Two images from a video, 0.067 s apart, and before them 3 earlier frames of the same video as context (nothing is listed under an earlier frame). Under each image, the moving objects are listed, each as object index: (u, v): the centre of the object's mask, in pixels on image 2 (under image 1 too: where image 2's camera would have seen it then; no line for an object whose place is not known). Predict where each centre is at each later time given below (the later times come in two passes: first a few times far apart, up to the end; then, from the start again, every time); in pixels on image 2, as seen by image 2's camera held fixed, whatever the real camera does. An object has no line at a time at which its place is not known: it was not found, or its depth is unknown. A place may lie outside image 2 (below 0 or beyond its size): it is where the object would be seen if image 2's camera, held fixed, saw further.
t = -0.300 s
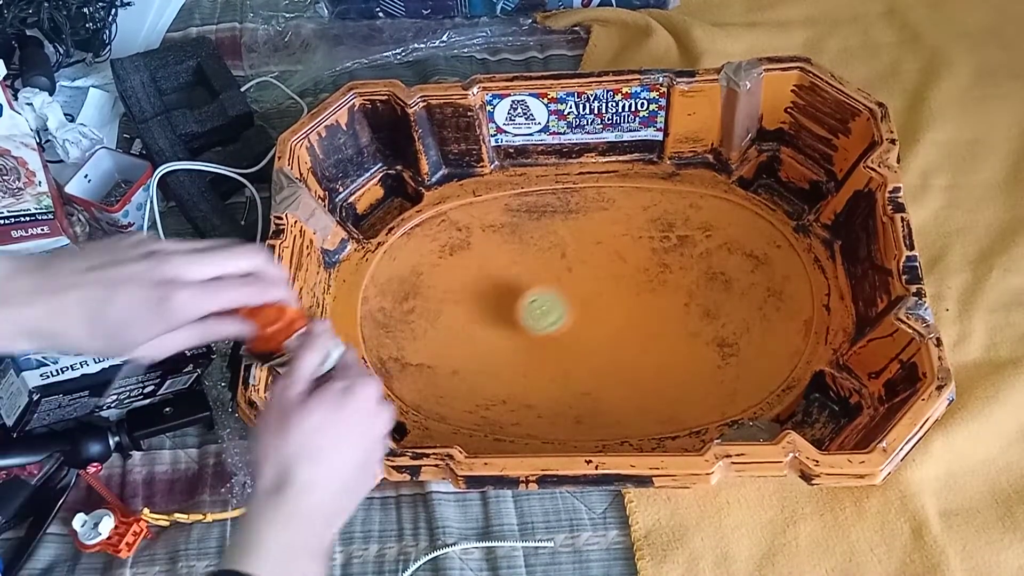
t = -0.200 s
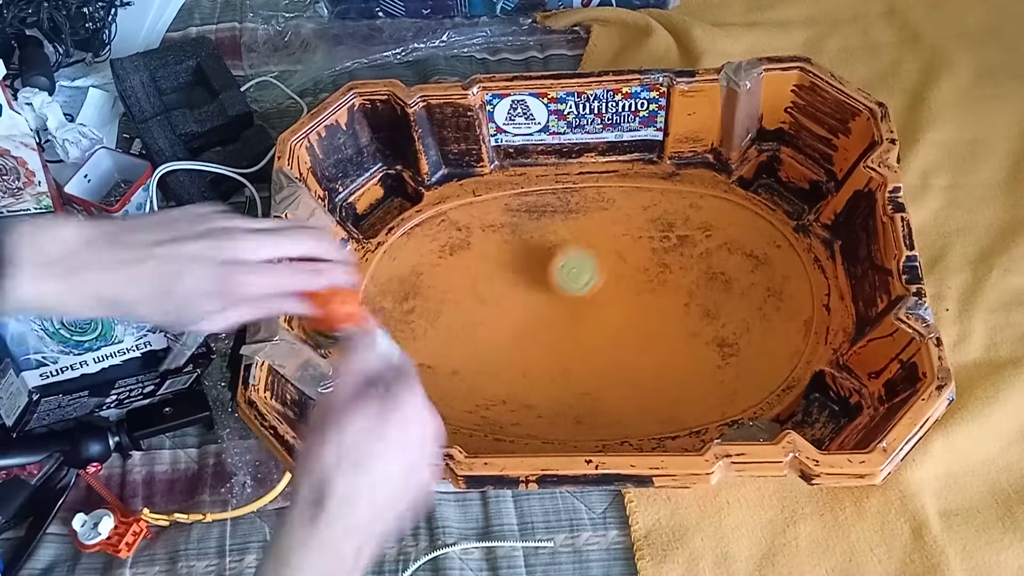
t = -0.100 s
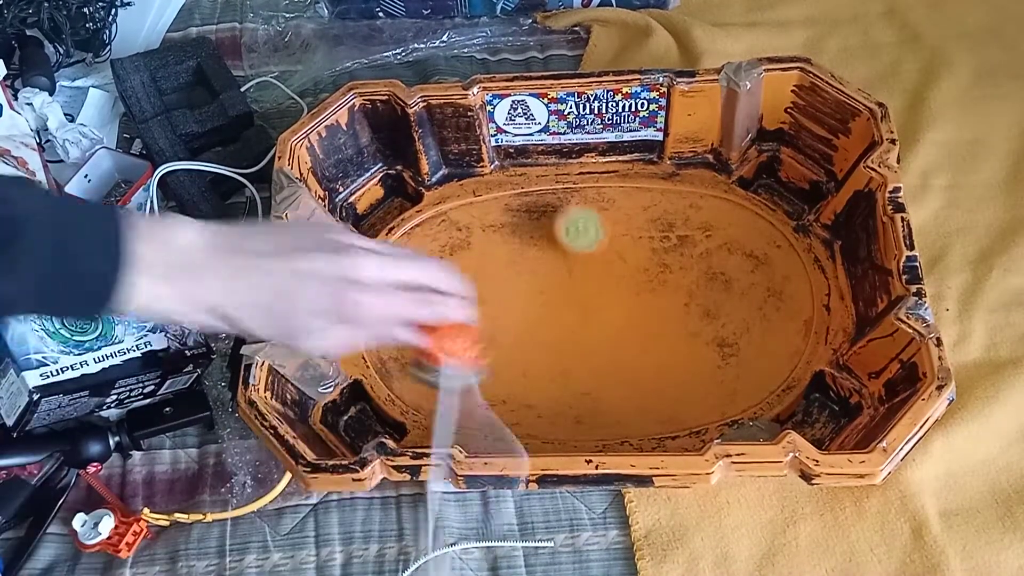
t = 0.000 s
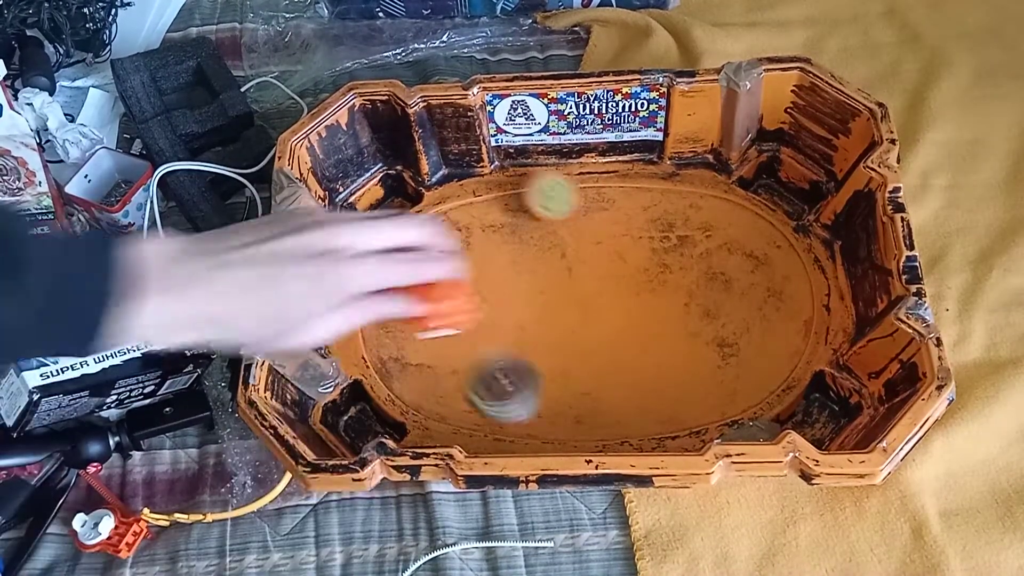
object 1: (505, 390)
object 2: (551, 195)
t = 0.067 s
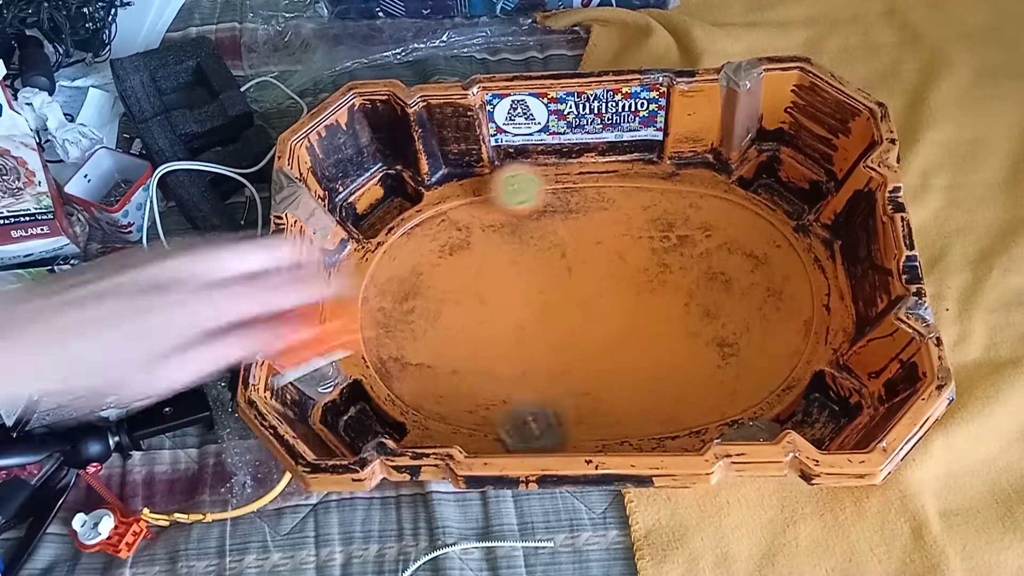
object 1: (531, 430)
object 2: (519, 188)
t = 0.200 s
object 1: (585, 314)
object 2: (452, 220)
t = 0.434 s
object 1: (700, 181)
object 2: (474, 308)
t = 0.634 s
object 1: (792, 286)
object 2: (576, 377)
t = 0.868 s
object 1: (768, 373)
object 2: (592, 258)
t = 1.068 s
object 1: (667, 253)
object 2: (363, 197)
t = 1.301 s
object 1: (570, 193)
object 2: (380, 194)
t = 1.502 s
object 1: (513, 298)
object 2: (369, 210)
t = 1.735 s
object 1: (491, 355)
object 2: (387, 195)
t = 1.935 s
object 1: (489, 275)
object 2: (387, 196)
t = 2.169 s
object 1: (569, 170)
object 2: (386, 197)
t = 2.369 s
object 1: (661, 231)
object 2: (388, 199)
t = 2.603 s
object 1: (609, 361)
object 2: (385, 197)
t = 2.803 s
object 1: (436, 376)
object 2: (384, 197)
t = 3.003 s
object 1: (368, 280)
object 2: (385, 197)
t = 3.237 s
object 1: (458, 208)
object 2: (385, 197)
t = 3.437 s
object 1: (557, 229)
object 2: (385, 197)
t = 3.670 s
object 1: (620, 321)
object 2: (384, 197)
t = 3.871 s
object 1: (574, 392)
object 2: (387, 198)
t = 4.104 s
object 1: (468, 376)
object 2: (384, 197)
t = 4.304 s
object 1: (451, 307)
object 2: (384, 197)
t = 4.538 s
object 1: (501, 237)
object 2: (384, 198)
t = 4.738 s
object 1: (584, 215)
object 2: (384, 198)
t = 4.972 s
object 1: (653, 279)
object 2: (387, 198)
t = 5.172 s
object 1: (609, 357)
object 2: (385, 197)
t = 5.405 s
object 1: (481, 361)
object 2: (386, 198)
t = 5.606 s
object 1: (437, 312)
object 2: (384, 198)
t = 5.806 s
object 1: (430, 275)
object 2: (384, 198)
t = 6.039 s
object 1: (429, 253)
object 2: (386, 198)
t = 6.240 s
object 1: (437, 242)
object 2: (384, 198)
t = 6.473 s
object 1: (459, 236)
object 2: (385, 197)
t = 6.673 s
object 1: (495, 233)
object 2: (385, 198)
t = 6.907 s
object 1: (574, 254)
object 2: (386, 199)
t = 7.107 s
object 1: (620, 307)
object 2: (384, 198)
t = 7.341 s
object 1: (611, 364)
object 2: (384, 198)
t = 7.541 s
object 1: (560, 371)
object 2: (386, 198)
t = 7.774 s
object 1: (509, 329)
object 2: (384, 198)
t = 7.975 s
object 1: (515, 258)
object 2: (384, 198)
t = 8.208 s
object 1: (562, 225)
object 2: (384, 198)
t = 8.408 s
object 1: (597, 246)
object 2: (386, 198)
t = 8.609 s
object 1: (600, 291)
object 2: (385, 198)
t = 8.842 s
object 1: (560, 345)
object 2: (386, 198)
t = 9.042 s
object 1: (497, 361)
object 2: (386, 198)
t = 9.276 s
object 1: (456, 336)
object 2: (386, 198)
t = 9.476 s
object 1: (466, 312)
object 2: (384, 198)
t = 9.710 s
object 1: (502, 290)
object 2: (384, 198)
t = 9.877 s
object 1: (544, 281)
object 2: (384, 198)
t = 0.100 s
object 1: (547, 414)
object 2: (498, 195)
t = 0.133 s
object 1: (560, 379)
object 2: (480, 201)
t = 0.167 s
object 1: (572, 343)
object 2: (464, 210)
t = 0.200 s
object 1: (585, 314)
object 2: (452, 220)
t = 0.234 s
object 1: (595, 294)
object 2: (449, 229)
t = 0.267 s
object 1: (613, 258)
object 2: (447, 241)
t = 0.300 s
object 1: (631, 225)
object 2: (449, 251)
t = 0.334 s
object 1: (647, 193)
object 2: (452, 263)
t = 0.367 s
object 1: (666, 171)
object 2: (457, 277)
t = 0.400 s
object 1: (685, 173)
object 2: (465, 293)
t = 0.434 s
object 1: (700, 181)
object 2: (474, 308)
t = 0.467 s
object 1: (717, 197)
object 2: (484, 325)
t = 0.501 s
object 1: (735, 211)
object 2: (495, 342)
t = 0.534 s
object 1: (750, 229)
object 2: (510, 356)
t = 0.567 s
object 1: (763, 247)
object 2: (529, 366)
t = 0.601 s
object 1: (778, 265)
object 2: (552, 373)
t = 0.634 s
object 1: (792, 286)
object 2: (576, 377)
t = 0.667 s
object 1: (802, 306)
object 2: (603, 376)
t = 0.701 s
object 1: (795, 329)
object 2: (632, 371)
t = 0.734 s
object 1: (777, 354)
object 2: (661, 363)
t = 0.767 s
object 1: (751, 371)
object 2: (681, 352)
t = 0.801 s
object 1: (768, 397)
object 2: (656, 320)
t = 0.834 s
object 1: (775, 401)
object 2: (626, 287)
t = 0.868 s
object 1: (768, 373)
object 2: (592, 258)
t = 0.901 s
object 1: (752, 347)
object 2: (555, 229)
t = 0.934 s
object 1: (735, 328)
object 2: (519, 206)
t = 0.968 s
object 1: (719, 314)
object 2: (476, 188)
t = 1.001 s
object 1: (701, 298)
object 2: (432, 175)
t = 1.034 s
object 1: (683, 273)
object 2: (395, 183)
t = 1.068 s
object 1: (667, 253)
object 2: (363, 197)
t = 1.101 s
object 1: (652, 231)
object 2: (364, 196)
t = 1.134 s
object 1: (639, 211)
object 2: (382, 192)
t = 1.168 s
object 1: (625, 192)
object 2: (381, 196)
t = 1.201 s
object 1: (609, 180)
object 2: (368, 205)
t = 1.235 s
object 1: (598, 168)
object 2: (372, 203)
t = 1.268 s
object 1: (585, 179)
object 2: (379, 199)
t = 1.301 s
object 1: (570, 193)
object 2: (380, 194)
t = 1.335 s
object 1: (558, 211)
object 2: (383, 195)
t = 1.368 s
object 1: (547, 226)
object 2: (377, 202)
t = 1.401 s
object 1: (539, 244)
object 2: (365, 212)
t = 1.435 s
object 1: (531, 264)
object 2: (362, 204)
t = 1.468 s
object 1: (521, 282)
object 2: (365, 205)
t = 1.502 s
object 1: (513, 298)
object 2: (369, 210)
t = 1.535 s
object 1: (508, 313)
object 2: (374, 204)
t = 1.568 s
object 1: (503, 326)
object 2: (378, 202)
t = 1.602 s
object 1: (500, 338)
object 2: (383, 197)
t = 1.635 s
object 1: (497, 347)
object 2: (386, 195)
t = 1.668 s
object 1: (495, 353)
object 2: (387, 195)
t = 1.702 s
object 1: (492, 355)
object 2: (387, 195)
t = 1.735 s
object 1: (491, 355)
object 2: (387, 195)
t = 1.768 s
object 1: (488, 350)
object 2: (387, 196)
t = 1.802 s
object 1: (486, 341)
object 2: (386, 196)
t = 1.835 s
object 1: (485, 329)
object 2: (386, 196)
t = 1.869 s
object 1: (485, 314)
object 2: (386, 196)
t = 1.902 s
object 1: (486, 295)
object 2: (386, 196)
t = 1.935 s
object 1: (489, 275)
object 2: (387, 196)
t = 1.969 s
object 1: (492, 249)
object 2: (387, 196)
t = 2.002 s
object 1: (498, 226)
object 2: (387, 195)
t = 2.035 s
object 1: (504, 204)
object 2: (387, 195)
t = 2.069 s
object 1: (517, 182)
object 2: (387, 195)
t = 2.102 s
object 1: (535, 173)
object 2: (387, 196)
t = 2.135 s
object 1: (553, 169)
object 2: (386, 196)
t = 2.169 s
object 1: (569, 170)
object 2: (386, 197)
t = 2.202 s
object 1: (585, 175)
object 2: (386, 197)
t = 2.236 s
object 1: (603, 186)
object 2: (387, 198)
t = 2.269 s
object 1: (620, 194)
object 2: (387, 197)
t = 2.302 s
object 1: (636, 202)
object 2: (386, 197)
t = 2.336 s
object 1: (650, 215)
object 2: (388, 199)
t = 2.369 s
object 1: (661, 231)
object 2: (388, 199)
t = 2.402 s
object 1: (666, 246)
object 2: (386, 197)
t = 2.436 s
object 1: (669, 265)
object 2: (386, 197)
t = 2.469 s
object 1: (666, 285)
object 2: (385, 197)
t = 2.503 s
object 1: (658, 305)
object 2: (386, 197)
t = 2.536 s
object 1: (647, 326)
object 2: (386, 197)
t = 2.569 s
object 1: (630, 345)
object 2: (386, 197)
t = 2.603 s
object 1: (609, 361)
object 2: (385, 197)
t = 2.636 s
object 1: (585, 372)
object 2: (385, 197)
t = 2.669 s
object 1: (557, 381)
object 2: (385, 197)
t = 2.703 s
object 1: (527, 386)
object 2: (385, 197)
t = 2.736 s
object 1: (495, 387)
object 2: (384, 197)
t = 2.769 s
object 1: (465, 383)
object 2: (387, 198)
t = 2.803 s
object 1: (436, 376)
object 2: (384, 197)
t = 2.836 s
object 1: (413, 367)
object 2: (387, 198)
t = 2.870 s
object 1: (392, 353)
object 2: (385, 197)
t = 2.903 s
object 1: (377, 339)
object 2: (384, 197)
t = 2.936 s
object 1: (364, 322)
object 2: (387, 199)
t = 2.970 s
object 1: (365, 300)
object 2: (385, 197)
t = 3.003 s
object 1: (368, 280)
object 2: (385, 197)
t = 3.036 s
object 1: (374, 262)
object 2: (386, 197)
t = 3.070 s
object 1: (391, 247)
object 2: (385, 197)
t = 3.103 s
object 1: (405, 233)
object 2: (384, 195)
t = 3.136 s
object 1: (418, 222)
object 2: (385, 198)
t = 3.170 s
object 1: (430, 214)
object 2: (385, 199)
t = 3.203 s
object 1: (444, 210)
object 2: (386, 197)
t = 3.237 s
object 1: (458, 208)
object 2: (385, 197)
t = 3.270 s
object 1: (471, 206)
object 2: (385, 198)
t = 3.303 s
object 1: (488, 206)
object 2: (385, 198)
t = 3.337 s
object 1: (506, 211)
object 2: (386, 198)
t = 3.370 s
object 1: (521, 215)
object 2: (385, 197)
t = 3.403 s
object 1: (538, 220)
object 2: (385, 197)
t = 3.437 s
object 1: (557, 229)
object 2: (385, 197)
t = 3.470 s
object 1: (572, 240)
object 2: (385, 197)
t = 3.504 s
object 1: (586, 252)
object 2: (385, 197)
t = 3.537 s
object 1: (599, 267)
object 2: (385, 197)
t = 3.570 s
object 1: (608, 281)
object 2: (384, 197)
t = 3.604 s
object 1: (614, 294)
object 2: (384, 197)
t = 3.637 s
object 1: (619, 308)
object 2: (384, 197)
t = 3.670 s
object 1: (620, 321)
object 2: (384, 197)
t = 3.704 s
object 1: (620, 335)
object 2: (384, 197)
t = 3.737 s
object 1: (616, 351)
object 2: (384, 197)
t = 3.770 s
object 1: (609, 363)
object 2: (384, 197)
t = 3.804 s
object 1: (600, 374)
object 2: (384, 197)
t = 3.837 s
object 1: (588, 384)
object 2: (384, 197)
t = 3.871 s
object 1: (574, 392)
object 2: (387, 198)
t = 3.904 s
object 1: (559, 397)
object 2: (384, 197)
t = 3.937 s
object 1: (543, 399)
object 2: (386, 198)
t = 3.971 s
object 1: (524, 399)
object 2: (384, 197)
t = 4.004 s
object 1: (507, 397)
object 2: (386, 198)
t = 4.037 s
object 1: (492, 392)
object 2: (384, 197)
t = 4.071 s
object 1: (478, 385)
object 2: (387, 198)
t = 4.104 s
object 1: (468, 376)
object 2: (384, 197)
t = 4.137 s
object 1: (457, 366)
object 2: (387, 198)
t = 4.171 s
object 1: (450, 354)
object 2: (384, 197)
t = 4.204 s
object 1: (446, 342)
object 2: (384, 197)
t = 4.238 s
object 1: (445, 329)
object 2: (384, 197)
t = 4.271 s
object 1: (447, 318)
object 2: (384, 197)
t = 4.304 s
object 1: (451, 307)
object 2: (384, 197)
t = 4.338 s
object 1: (457, 297)
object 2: (384, 198)
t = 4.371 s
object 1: (464, 286)
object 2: (384, 198)
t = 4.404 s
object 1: (469, 275)
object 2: (384, 198)
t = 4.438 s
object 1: (476, 265)
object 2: (384, 198)
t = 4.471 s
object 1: (483, 254)
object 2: (384, 198)
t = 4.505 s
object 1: (493, 245)
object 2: (384, 198)
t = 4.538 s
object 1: (501, 237)
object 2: (384, 198)
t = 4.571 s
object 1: (511, 227)
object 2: (387, 198)
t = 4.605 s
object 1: (522, 220)
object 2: (384, 198)
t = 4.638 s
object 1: (535, 215)
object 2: (384, 198)
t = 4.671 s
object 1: (552, 213)
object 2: (386, 198)
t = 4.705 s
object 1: (568, 213)
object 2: (387, 198)
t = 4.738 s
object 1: (584, 215)
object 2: (384, 198)
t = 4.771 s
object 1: (600, 220)
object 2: (384, 197)
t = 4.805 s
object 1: (612, 226)
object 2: (384, 198)
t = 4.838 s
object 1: (627, 235)
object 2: (384, 198)
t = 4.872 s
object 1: (638, 244)
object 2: (384, 197)
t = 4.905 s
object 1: (645, 254)
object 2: (387, 198)
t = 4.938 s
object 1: (651, 267)
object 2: (384, 198)
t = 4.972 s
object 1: (653, 279)
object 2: (387, 198)
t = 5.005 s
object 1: (654, 294)
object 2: (384, 198)
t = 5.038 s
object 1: (651, 310)
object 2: (384, 197)
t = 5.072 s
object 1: (645, 324)
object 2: (384, 197)
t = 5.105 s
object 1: (636, 337)
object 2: (384, 197)
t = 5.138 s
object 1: (625, 348)
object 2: (387, 198)
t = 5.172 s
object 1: (609, 357)
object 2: (385, 197)
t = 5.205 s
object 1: (593, 364)
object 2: (386, 198)
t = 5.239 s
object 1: (576, 369)
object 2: (384, 198)
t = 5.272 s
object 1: (557, 372)
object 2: (386, 198)
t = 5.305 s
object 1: (537, 373)
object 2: (384, 198)
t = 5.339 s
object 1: (518, 371)
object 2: (386, 198)
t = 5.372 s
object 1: (500, 368)
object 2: (384, 198)
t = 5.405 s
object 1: (481, 361)
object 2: (386, 198)
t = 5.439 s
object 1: (467, 353)
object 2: (384, 198)
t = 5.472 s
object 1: (457, 345)
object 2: (384, 198)
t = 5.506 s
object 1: (449, 336)
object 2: (384, 198)
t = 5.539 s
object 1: (442, 327)
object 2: (384, 198)
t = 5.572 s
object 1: (439, 319)
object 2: (387, 199)
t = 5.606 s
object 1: (437, 312)
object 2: (384, 198)
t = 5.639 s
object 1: (436, 305)
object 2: (386, 199)
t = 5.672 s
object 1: (434, 298)
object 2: (384, 198)
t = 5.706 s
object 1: (434, 291)
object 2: (384, 198)
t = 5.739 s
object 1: (433, 285)
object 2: (384, 198)
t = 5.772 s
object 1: (431, 280)
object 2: (384, 198)
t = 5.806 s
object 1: (430, 275)
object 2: (384, 198)
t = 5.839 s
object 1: (429, 270)
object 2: (384, 198)
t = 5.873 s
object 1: (429, 267)
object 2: (386, 199)
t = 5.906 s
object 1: (428, 264)
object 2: (385, 198)
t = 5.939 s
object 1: (428, 261)
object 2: (385, 198)
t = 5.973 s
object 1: (428, 258)
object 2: (384, 198)
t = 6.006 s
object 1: (428, 256)
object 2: (386, 198)
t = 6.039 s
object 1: (429, 253)
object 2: (386, 198)
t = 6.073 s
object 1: (430, 251)
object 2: (386, 198)
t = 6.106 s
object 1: (430, 249)
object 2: (384, 198)
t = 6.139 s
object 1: (432, 247)
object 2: (384, 197)
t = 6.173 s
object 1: (433, 245)
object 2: (386, 199)
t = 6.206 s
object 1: (435, 243)
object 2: (386, 198)
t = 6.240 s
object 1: (437, 242)
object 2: (384, 198)
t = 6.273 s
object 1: (439, 241)
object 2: (386, 198)
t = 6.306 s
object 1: (442, 240)
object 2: (384, 197)
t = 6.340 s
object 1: (445, 239)
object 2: (386, 198)
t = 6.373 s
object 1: (448, 238)
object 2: (385, 197)
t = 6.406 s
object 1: (451, 237)
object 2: (386, 199)
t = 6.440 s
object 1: (455, 237)
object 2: (384, 198)
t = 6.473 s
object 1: (459, 236)
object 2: (385, 197)
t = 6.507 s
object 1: (463, 235)
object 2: (384, 198)
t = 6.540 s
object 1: (468, 235)
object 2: (385, 198)
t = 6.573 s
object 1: (474, 234)
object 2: (385, 198)
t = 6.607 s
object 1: (480, 233)
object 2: (385, 198)
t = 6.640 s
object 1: (486, 232)
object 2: (385, 198)
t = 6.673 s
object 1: (495, 233)
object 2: (385, 198)
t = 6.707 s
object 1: (503, 232)
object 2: (385, 197)
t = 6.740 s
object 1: (512, 231)
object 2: (386, 199)
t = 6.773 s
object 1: (522, 232)
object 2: (385, 197)
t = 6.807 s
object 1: (534, 235)
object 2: (384, 198)
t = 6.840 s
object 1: (547, 240)
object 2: (384, 198)
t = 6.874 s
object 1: (561, 246)
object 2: (384, 198)
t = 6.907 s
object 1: (574, 254)
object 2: (386, 199)
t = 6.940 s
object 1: (585, 263)
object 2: (385, 198)
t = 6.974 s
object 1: (595, 272)
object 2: (384, 198)
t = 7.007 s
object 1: (604, 282)
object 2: (384, 198)
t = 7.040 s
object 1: (611, 291)
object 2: (384, 198)
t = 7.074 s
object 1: (616, 299)
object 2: (384, 198)
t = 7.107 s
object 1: (620, 307)
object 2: (384, 198)
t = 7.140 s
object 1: (624, 316)
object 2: (384, 198)
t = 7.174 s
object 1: (627, 326)
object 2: (384, 198)
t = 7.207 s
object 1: (627, 336)
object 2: (384, 198)
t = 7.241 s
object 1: (625, 344)
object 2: (384, 198)
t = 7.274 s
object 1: (621, 352)
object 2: (384, 198)
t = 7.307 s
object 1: (617, 358)
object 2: (385, 199)
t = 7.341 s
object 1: (611, 364)
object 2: (384, 198)
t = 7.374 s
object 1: (604, 368)
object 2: (384, 198)
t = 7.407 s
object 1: (596, 371)
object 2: (384, 198)
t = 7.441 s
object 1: (588, 373)
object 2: (384, 198)
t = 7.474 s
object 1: (579, 374)
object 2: (386, 198)
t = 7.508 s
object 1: (570, 373)
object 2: (384, 198)
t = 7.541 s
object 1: (560, 371)
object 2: (386, 198)
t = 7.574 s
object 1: (551, 369)
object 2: (384, 198)
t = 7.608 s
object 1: (542, 365)
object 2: (384, 197)
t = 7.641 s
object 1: (533, 360)
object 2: (386, 198)
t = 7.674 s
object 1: (526, 354)
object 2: (385, 198)
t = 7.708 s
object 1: (519, 347)
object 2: (384, 198)
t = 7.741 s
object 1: (513, 339)
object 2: (384, 198)
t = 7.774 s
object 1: (509, 329)
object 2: (384, 198)
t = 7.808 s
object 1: (506, 319)
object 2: (384, 198)
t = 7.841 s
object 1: (506, 307)
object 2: (384, 198)
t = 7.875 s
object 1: (507, 294)
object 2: (384, 198)
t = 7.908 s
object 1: (509, 282)
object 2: (384, 198)
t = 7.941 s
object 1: (512, 269)
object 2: (384, 198)
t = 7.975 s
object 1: (515, 258)
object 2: (384, 198)
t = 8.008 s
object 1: (519, 248)
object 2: (384, 198)
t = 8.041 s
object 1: (526, 239)
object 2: (384, 198)
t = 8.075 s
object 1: (532, 233)
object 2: (384, 198)
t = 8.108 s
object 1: (539, 229)
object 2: (384, 198)
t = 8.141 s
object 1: (546, 227)
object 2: (384, 198)
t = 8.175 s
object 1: (554, 225)
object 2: (384, 198)
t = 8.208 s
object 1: (562, 225)
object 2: (384, 198)
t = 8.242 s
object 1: (570, 226)
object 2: (384, 198)
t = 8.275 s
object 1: (576, 228)
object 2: (384, 198)
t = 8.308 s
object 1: (583, 231)
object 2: (384, 198)
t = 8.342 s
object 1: (588, 235)
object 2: (386, 198)
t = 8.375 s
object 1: (593, 239)
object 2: (384, 198)
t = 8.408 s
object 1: (597, 246)
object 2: (386, 198)
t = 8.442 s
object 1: (600, 253)
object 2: (385, 198)
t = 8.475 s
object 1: (603, 260)
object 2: (384, 198)
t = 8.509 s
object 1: (603, 268)
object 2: (384, 198)
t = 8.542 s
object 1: (604, 276)
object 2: (384, 198)
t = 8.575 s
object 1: (603, 284)
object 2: (384, 198)
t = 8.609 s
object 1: (600, 291)
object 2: (385, 198)
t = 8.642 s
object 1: (596, 299)
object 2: (384, 198)
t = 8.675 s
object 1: (591, 307)
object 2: (384, 198)
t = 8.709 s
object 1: (587, 315)
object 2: (384, 198)
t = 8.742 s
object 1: (582, 323)
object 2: (386, 198)
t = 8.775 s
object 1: (578, 330)
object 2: (384, 198)
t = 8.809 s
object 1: (569, 338)
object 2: (386, 198)
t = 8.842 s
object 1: (560, 345)
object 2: (386, 198)
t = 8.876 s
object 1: (551, 350)
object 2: (385, 198)
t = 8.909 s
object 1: (540, 355)
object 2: (386, 198)
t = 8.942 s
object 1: (528, 358)
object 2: (384, 198)
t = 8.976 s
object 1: (517, 360)
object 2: (386, 198)
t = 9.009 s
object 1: (506, 361)
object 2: (384, 198)
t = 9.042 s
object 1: (497, 361)
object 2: (386, 198)
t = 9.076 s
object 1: (488, 360)
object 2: (384, 198)
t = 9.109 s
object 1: (478, 357)
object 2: (384, 198)
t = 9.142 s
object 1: (471, 353)
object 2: (386, 198)
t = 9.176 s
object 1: (465, 349)
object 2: (384, 198)
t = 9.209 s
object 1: (461, 345)
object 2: (384, 198)
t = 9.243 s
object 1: (458, 341)
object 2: (384, 198)
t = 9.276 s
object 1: (456, 336)
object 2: (386, 198)
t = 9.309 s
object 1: (456, 332)
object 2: (384, 198)
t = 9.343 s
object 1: (455, 328)
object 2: (384, 198)
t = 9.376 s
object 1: (456, 323)
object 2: (384, 198)
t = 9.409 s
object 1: (458, 319)
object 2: (384, 198)
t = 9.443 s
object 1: (462, 316)
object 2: (385, 198)
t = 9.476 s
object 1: (466, 312)
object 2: (384, 198)
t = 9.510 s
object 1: (470, 309)
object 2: (384, 198)
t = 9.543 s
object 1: (474, 306)
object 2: (384, 198)
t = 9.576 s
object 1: (479, 303)
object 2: (384, 198)
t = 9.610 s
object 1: (484, 299)
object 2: (384, 198)
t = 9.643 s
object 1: (490, 296)
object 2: (384, 198)
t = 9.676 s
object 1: (496, 293)
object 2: (384, 198)
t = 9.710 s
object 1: (502, 290)
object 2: (384, 198)
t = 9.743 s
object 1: (510, 287)
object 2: (384, 198)
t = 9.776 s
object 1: (518, 284)
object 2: (384, 198)
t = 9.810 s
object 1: (527, 282)
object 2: (384, 198)
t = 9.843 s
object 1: (535, 281)
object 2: (384, 198)
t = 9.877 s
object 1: (544, 281)
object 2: (384, 198)
